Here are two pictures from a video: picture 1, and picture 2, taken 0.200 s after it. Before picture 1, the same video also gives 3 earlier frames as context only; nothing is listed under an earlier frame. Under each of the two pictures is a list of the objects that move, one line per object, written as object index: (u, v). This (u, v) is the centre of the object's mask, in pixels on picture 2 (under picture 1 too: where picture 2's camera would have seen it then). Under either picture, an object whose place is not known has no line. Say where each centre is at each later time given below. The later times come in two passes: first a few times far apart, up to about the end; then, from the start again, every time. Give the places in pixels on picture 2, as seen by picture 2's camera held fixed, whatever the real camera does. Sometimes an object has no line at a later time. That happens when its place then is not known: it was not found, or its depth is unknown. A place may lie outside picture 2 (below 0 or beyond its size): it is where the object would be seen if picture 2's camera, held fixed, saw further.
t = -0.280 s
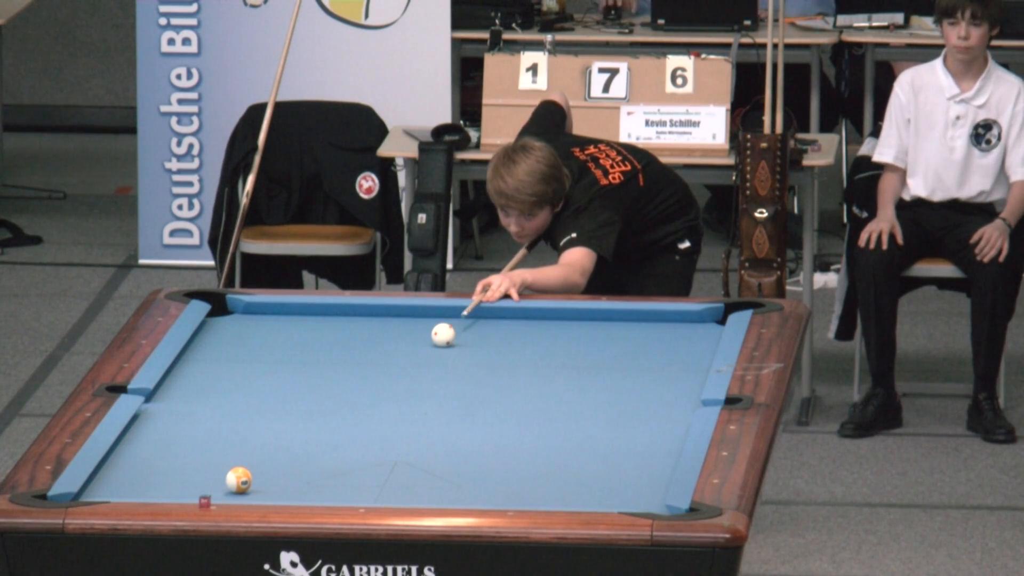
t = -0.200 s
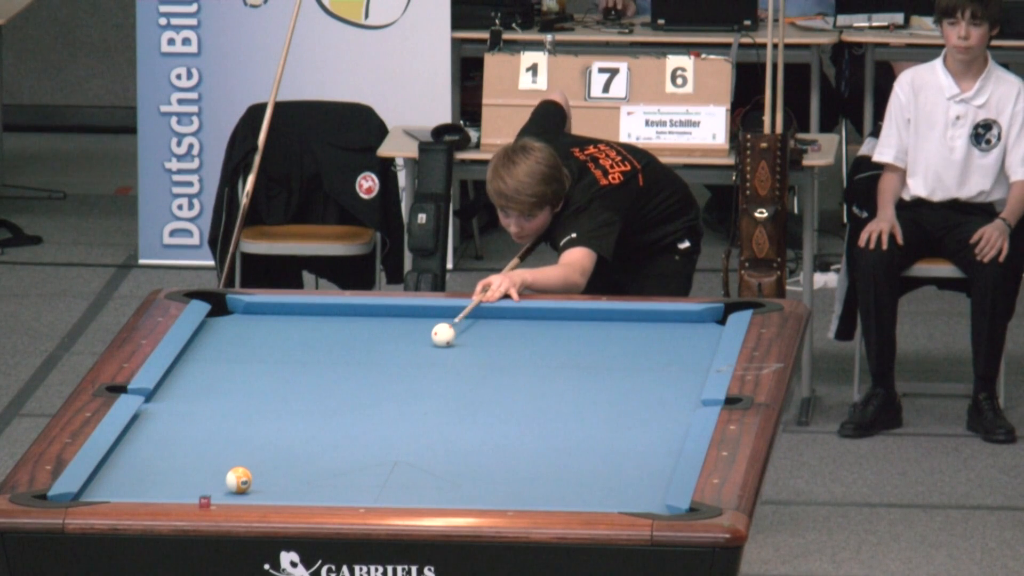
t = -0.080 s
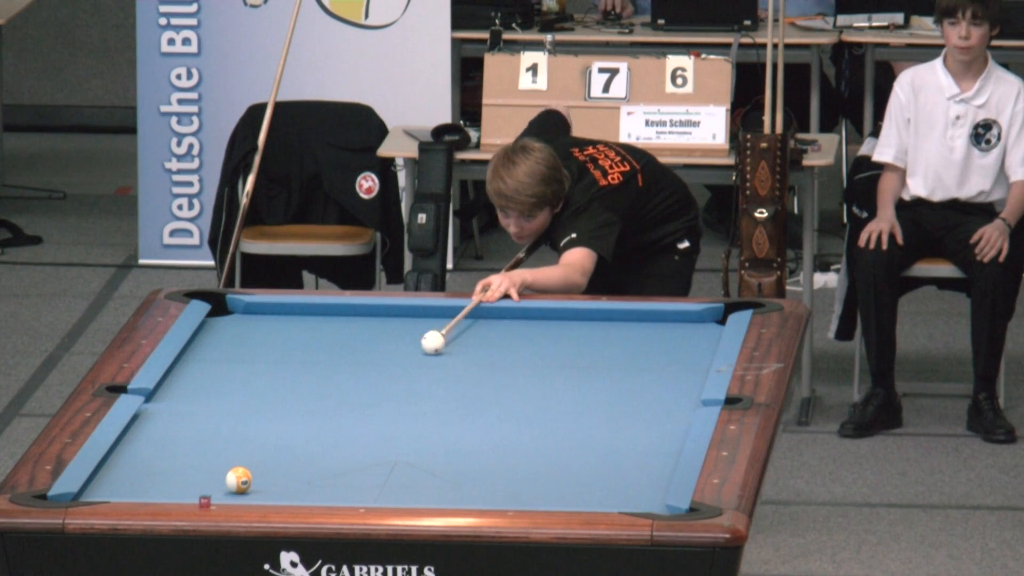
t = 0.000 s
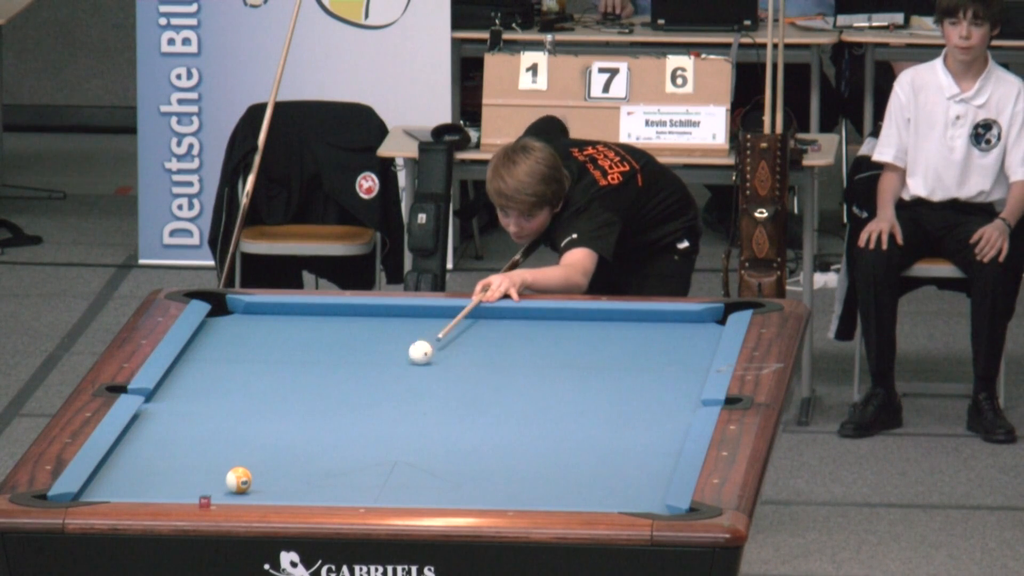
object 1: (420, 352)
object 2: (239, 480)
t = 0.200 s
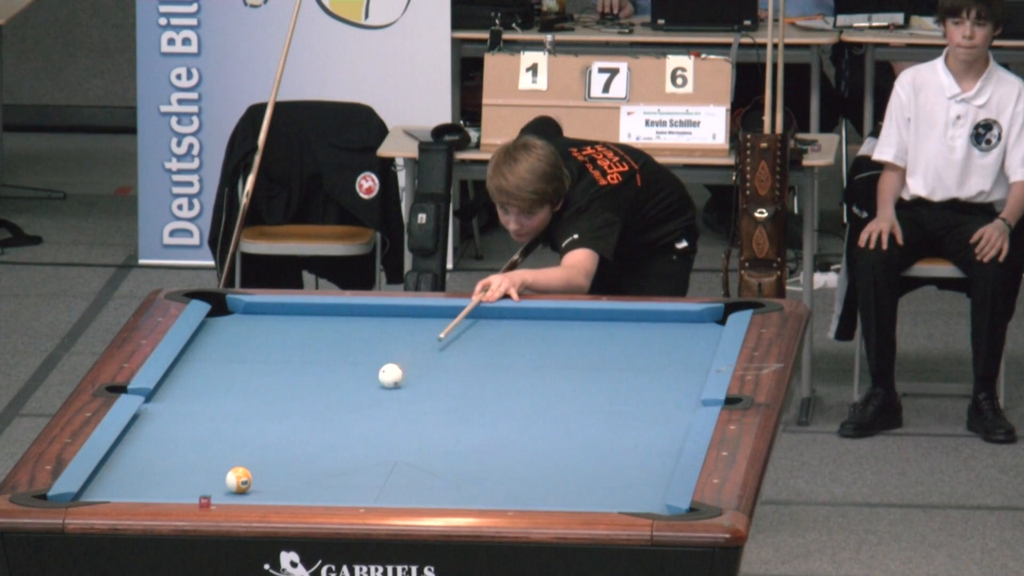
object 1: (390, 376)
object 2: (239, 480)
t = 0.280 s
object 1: (378, 385)
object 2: (239, 480)
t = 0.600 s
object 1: (329, 424)
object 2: (239, 480)
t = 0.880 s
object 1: (284, 459)
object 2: (239, 480)
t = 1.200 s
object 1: (290, 488)
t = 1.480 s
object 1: (331, 496)
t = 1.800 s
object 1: (377, 490)
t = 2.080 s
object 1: (414, 479)
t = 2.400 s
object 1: (455, 468)
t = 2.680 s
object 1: (488, 459)
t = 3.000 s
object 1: (523, 450)
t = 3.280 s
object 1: (551, 442)
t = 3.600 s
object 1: (581, 434)
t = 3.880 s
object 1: (605, 428)
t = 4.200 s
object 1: (630, 421)
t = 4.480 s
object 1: (649, 416)
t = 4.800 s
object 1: (670, 410)
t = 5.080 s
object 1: (686, 406)
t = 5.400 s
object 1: (692, 404)
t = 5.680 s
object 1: (689, 406)
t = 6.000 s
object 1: (687, 408)
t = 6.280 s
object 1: (686, 408)
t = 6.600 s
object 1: (686, 408)
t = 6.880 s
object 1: (686, 409)
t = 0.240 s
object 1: (385, 381)
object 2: (239, 480)
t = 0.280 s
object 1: (378, 385)
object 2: (239, 480)
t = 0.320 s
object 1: (372, 390)
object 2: (239, 480)
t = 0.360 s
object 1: (366, 395)
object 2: (239, 480)
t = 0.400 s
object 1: (360, 399)
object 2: (239, 480)
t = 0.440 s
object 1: (354, 404)
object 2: (239, 480)
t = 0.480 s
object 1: (347, 409)
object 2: (239, 480)
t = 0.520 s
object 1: (341, 414)
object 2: (239, 480)
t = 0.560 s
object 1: (335, 419)
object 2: (239, 480)
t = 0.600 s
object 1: (329, 424)
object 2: (239, 480)
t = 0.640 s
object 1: (322, 429)
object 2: (239, 480)
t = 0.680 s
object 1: (316, 433)
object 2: (239, 480)
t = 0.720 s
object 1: (310, 439)
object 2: (239, 480)
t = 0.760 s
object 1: (303, 444)
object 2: (239, 480)
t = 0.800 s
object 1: (297, 449)
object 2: (239, 480)
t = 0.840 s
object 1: (290, 454)
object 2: (239, 480)
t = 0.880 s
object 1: (284, 459)
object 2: (239, 480)
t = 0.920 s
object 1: (277, 463)
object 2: (239, 480)
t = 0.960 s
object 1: (271, 469)
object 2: (239, 480)
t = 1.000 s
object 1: (265, 474)
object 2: (239, 480)
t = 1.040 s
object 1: (263, 478)
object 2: (234, 480)
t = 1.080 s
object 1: (271, 481)
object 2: (219, 483)
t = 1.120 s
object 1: (278, 484)
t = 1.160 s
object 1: (285, 487)
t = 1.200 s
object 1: (290, 488)
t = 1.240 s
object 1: (296, 491)
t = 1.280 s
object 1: (301, 493)
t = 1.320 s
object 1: (307, 495)
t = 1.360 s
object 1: (313, 497)
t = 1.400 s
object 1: (319, 498)
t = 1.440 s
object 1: (325, 497)
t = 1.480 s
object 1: (331, 496)
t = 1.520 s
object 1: (337, 495)
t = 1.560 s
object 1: (343, 495)
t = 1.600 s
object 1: (348, 494)
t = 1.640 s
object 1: (354, 493)
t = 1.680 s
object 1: (360, 492)
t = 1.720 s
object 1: (366, 491)
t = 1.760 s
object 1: (372, 490)
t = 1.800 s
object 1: (377, 490)
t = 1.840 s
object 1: (382, 488)
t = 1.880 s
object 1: (388, 486)
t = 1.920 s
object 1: (393, 485)
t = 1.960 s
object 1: (399, 483)
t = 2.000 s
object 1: (403, 482)
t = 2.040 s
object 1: (409, 480)
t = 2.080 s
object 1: (414, 479)
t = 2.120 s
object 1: (420, 478)
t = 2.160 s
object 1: (425, 476)
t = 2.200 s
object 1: (430, 474)
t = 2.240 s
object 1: (435, 473)
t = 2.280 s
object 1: (440, 472)
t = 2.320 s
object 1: (445, 471)
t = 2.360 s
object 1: (450, 469)
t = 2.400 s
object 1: (455, 468)
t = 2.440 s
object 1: (460, 466)
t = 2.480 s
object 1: (464, 465)
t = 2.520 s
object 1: (469, 464)
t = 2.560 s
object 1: (474, 463)
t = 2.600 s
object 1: (479, 462)
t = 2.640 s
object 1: (483, 460)
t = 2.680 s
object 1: (488, 459)
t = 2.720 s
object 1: (492, 457)
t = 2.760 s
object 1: (497, 457)
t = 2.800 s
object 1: (501, 456)
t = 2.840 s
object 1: (506, 454)
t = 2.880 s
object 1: (510, 453)
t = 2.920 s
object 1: (514, 452)
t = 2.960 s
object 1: (518, 451)
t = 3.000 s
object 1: (523, 450)
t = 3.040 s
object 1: (527, 449)
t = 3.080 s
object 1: (531, 447)
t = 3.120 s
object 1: (535, 446)
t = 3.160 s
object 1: (539, 445)
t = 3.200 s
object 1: (543, 444)
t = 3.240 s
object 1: (547, 443)
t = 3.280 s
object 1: (551, 442)
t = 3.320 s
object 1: (555, 441)
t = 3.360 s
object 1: (558, 440)
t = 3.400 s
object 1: (562, 439)
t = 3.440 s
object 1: (566, 438)
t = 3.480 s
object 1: (570, 437)
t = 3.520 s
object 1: (574, 436)
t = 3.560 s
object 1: (577, 435)
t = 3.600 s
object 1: (581, 434)
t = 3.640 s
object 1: (584, 433)
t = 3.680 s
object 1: (588, 432)
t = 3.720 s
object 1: (592, 431)
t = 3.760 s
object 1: (595, 430)
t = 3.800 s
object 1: (598, 429)
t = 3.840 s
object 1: (601, 429)
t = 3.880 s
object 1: (605, 428)
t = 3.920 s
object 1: (608, 427)
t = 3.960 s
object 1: (611, 426)
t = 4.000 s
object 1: (614, 425)
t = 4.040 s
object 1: (617, 424)
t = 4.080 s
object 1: (621, 423)
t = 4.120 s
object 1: (623, 422)
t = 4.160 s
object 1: (626, 422)
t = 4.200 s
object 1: (630, 421)
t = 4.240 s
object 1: (633, 420)
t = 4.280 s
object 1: (635, 419)
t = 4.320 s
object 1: (638, 418)
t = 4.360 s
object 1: (641, 418)
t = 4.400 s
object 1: (644, 417)
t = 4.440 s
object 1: (647, 417)
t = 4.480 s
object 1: (649, 416)
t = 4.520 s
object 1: (652, 415)
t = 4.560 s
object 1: (655, 415)
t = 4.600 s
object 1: (658, 414)
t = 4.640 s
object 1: (660, 413)
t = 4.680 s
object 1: (663, 412)
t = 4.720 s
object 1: (665, 412)
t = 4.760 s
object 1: (667, 411)
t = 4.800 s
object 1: (670, 410)
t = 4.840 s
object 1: (672, 410)
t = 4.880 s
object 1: (675, 409)
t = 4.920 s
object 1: (677, 409)
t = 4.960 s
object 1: (679, 408)
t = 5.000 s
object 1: (682, 408)
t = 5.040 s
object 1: (684, 407)
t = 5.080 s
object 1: (686, 406)
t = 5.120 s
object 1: (688, 405)
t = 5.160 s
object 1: (690, 405)
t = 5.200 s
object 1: (692, 404)
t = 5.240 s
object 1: (693, 403)
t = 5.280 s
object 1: (693, 403)
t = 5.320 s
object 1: (693, 404)
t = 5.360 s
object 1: (692, 404)
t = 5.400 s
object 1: (692, 404)
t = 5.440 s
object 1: (691, 405)
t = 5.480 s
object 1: (691, 405)
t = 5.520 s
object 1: (691, 405)
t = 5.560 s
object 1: (690, 405)
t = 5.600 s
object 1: (690, 406)
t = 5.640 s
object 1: (689, 406)
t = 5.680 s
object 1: (689, 406)
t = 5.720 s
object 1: (688, 406)
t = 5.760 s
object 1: (688, 407)
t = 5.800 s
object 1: (688, 407)
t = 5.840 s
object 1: (688, 407)
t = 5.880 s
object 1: (688, 407)
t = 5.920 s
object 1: (688, 407)
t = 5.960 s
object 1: (687, 407)
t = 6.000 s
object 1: (687, 408)
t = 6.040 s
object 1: (687, 408)
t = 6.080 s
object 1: (687, 408)
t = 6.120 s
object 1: (687, 408)
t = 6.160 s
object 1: (686, 408)
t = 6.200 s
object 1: (686, 408)
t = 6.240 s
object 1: (686, 408)
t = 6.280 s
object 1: (686, 408)
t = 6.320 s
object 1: (686, 408)
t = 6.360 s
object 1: (686, 408)
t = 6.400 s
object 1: (686, 408)
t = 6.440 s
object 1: (686, 408)
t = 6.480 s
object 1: (686, 408)
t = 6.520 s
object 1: (686, 409)
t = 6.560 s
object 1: (686, 408)
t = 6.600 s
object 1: (686, 408)
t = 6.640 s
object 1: (686, 409)
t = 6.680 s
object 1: (686, 409)
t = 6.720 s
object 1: (686, 409)
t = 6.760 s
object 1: (686, 409)
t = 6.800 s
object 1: (686, 409)
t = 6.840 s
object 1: (686, 409)
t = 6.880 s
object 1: (686, 409)
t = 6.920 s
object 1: (686, 409)
